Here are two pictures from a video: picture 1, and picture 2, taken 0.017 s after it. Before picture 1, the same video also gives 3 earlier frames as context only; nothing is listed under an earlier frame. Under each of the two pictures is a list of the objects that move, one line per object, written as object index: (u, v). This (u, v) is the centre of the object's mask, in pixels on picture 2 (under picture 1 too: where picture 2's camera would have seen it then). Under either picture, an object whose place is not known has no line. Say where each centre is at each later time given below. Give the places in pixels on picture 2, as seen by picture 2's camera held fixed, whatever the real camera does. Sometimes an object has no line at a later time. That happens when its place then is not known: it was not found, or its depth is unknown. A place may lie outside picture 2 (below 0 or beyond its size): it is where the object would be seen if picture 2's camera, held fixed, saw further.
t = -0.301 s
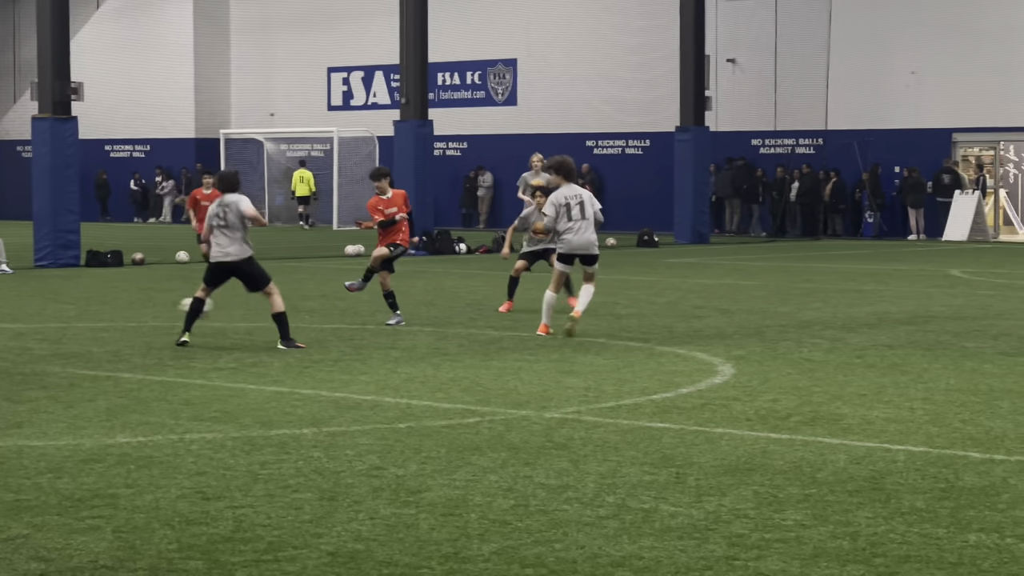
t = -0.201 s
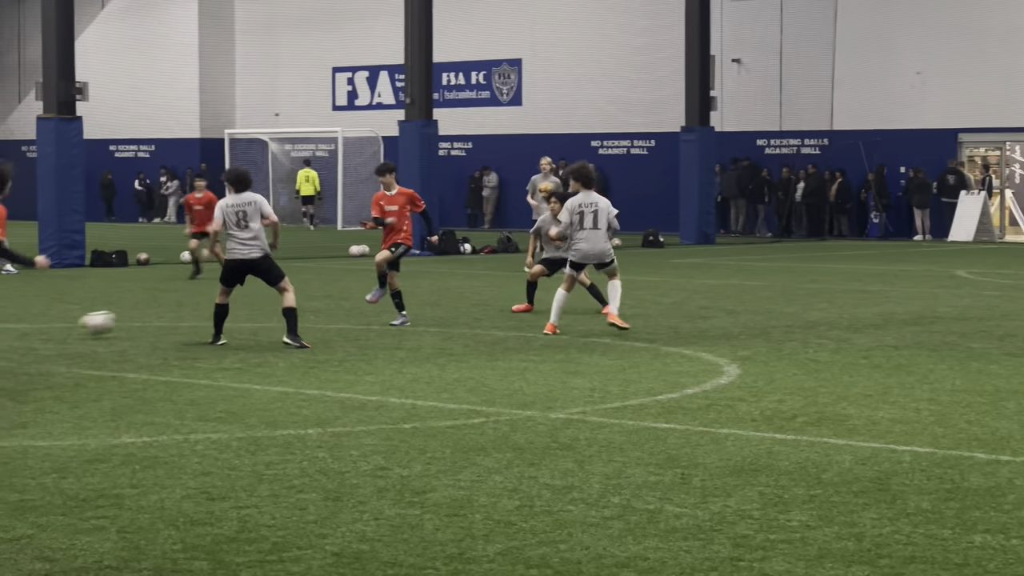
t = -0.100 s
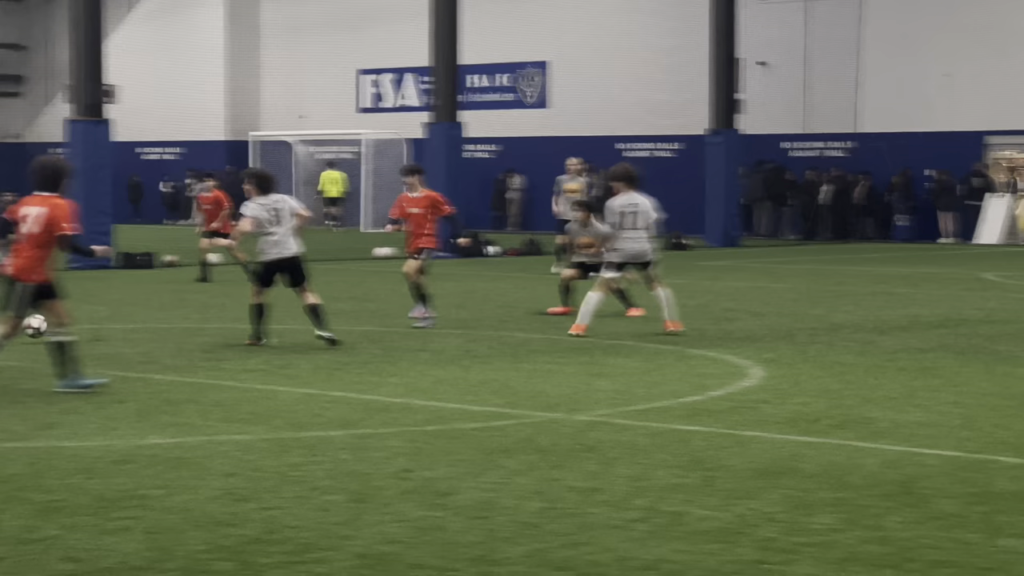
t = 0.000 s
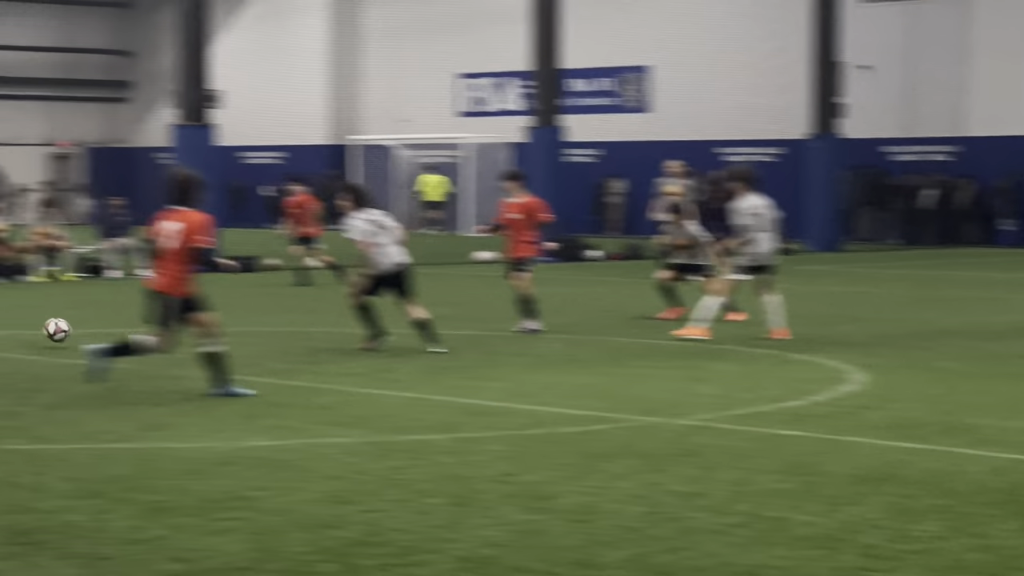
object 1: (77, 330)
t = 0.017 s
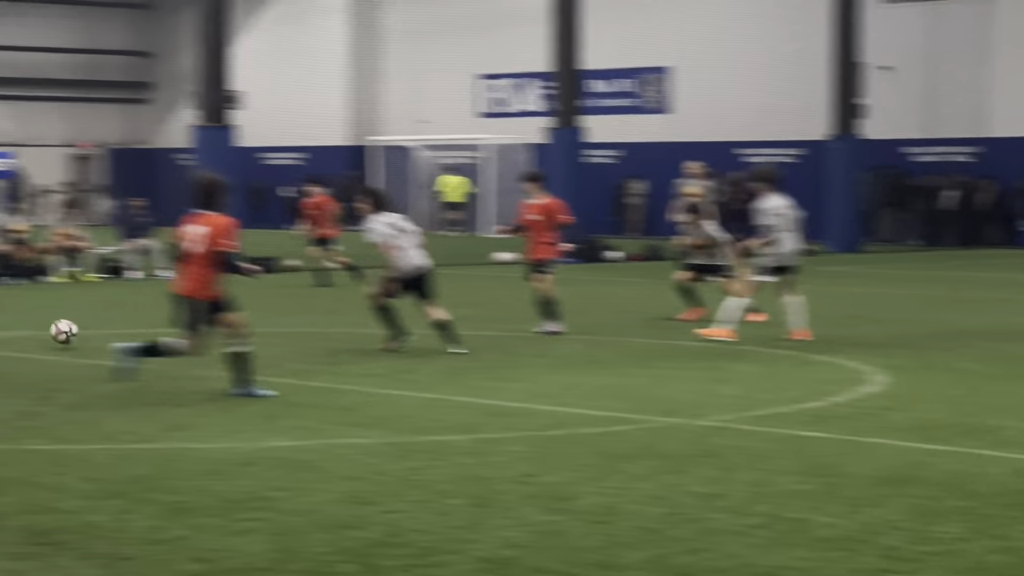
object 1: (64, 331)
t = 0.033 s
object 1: (52, 333)
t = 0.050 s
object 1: (37, 335)
